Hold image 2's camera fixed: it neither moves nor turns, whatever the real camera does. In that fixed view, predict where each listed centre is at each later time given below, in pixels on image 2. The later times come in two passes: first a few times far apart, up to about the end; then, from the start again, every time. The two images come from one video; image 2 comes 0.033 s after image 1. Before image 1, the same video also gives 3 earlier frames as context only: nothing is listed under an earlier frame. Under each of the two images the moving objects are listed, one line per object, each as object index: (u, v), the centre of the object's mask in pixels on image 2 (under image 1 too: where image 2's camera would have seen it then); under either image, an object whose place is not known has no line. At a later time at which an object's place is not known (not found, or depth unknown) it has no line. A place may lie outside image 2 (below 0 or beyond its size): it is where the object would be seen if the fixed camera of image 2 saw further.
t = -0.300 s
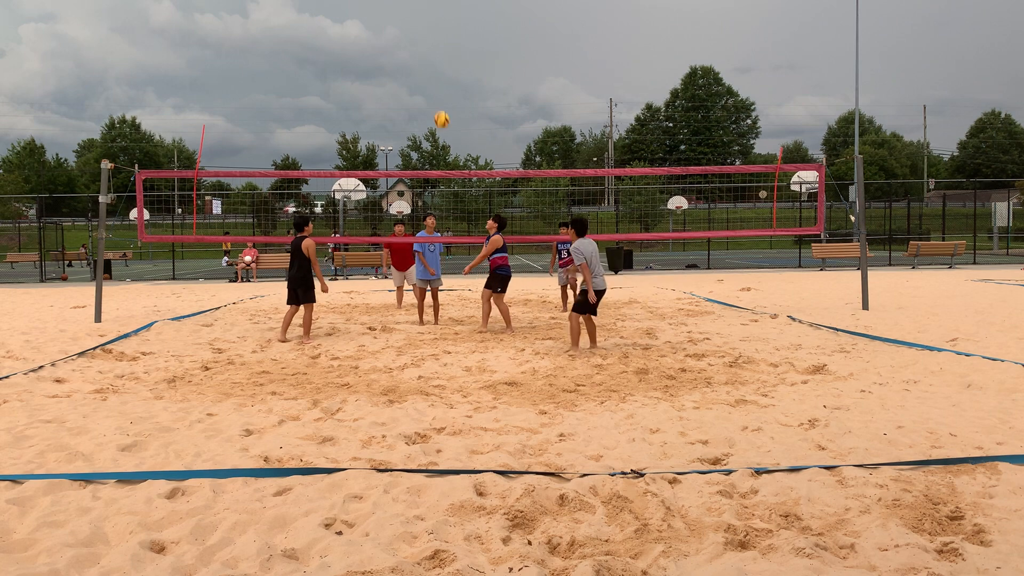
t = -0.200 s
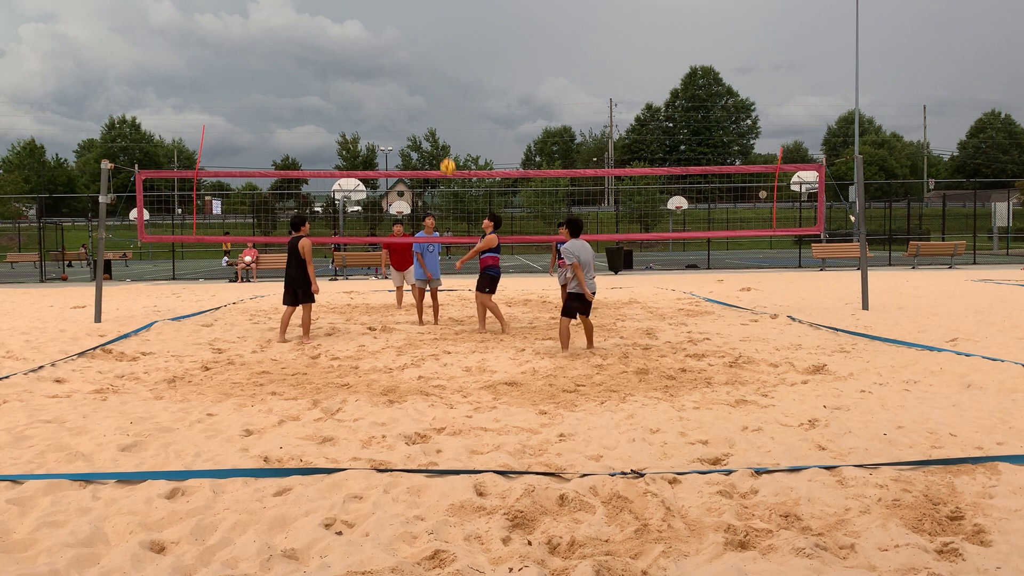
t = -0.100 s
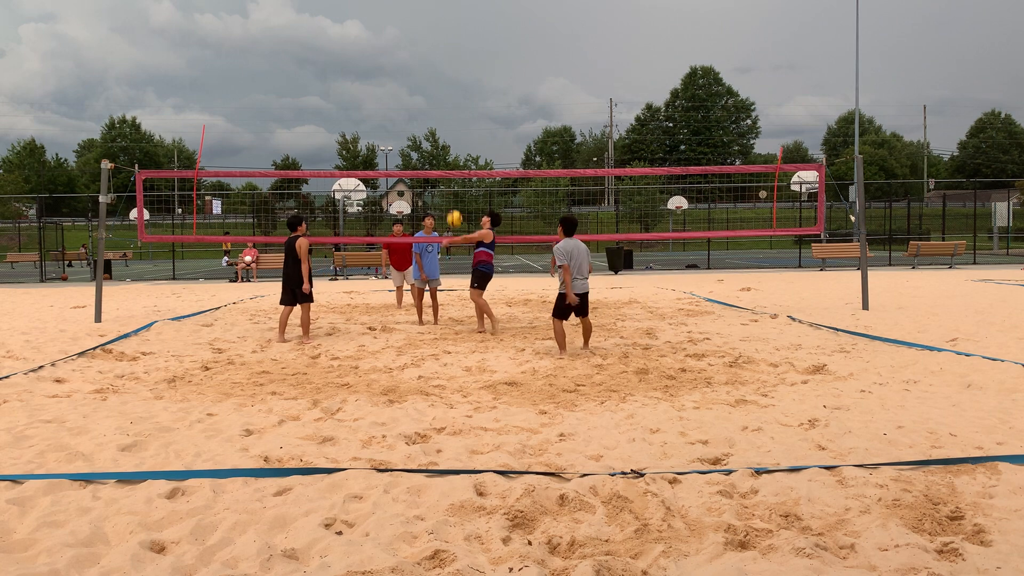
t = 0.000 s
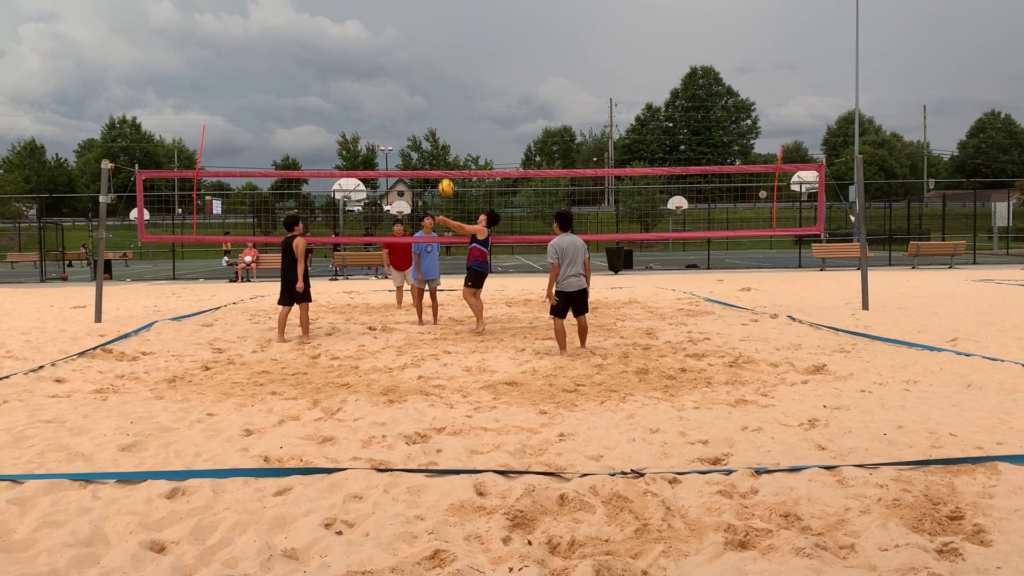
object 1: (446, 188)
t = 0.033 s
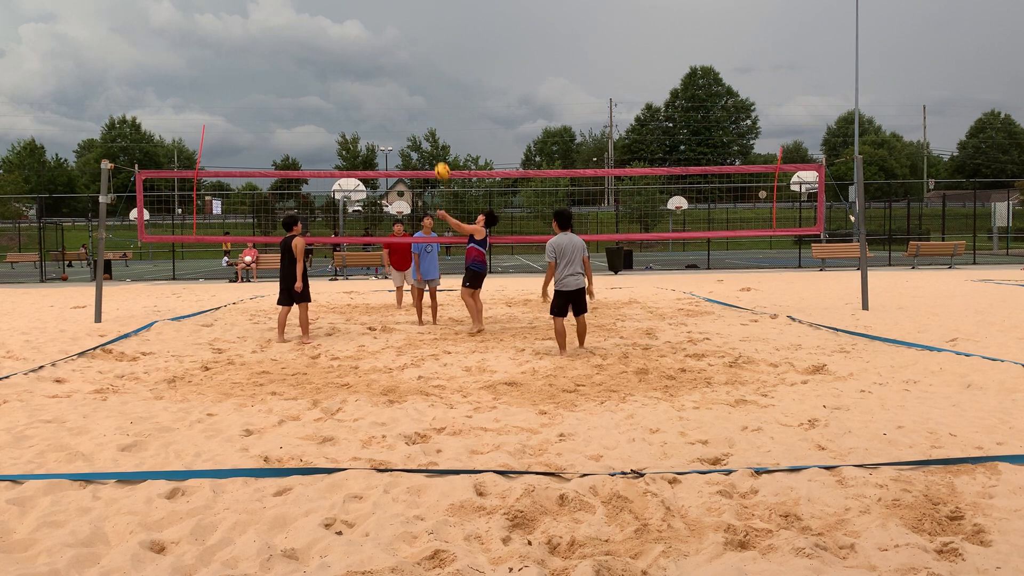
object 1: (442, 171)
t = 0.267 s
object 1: (417, 79)
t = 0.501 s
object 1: (392, 31)
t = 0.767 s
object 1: (366, 24)
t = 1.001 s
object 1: (345, 57)
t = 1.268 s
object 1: (323, 134)
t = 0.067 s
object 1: (438, 155)
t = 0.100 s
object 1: (435, 141)
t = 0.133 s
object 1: (431, 127)
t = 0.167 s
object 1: (427, 113)
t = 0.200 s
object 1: (424, 101)
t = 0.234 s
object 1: (420, 90)
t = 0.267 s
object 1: (417, 79)
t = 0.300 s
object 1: (413, 70)
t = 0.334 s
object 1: (410, 62)
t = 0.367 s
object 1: (406, 54)
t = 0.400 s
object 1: (403, 47)
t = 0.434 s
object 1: (399, 41)
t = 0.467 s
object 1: (396, 36)
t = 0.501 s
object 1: (392, 31)
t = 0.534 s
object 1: (389, 27)
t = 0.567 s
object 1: (385, 25)
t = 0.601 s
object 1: (382, 23)
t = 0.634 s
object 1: (379, 21)
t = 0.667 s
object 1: (375, 21)
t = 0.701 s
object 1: (372, 22)
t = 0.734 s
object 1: (369, 22)
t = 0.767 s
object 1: (366, 24)
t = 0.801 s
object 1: (362, 26)
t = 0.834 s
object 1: (359, 30)
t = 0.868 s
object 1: (356, 34)
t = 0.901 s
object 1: (353, 39)
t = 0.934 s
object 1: (350, 44)
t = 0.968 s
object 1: (347, 50)
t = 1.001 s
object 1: (345, 57)
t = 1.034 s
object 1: (342, 64)
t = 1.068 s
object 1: (339, 72)
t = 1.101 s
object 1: (336, 81)
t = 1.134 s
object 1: (333, 90)
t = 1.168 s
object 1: (331, 100)
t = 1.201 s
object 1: (328, 111)
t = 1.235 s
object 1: (326, 122)
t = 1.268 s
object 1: (323, 134)
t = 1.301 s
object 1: (321, 146)
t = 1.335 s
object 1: (318, 159)
